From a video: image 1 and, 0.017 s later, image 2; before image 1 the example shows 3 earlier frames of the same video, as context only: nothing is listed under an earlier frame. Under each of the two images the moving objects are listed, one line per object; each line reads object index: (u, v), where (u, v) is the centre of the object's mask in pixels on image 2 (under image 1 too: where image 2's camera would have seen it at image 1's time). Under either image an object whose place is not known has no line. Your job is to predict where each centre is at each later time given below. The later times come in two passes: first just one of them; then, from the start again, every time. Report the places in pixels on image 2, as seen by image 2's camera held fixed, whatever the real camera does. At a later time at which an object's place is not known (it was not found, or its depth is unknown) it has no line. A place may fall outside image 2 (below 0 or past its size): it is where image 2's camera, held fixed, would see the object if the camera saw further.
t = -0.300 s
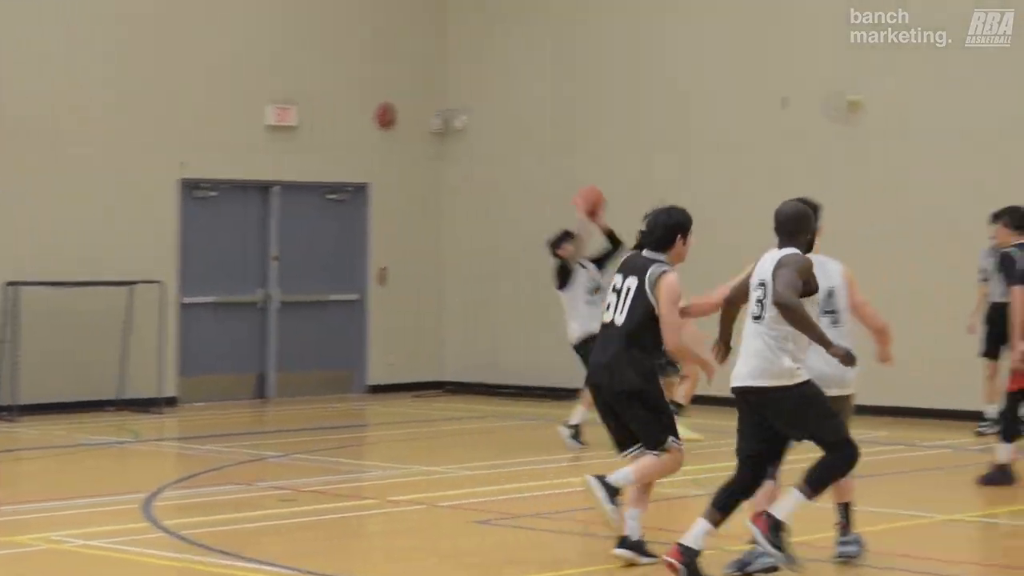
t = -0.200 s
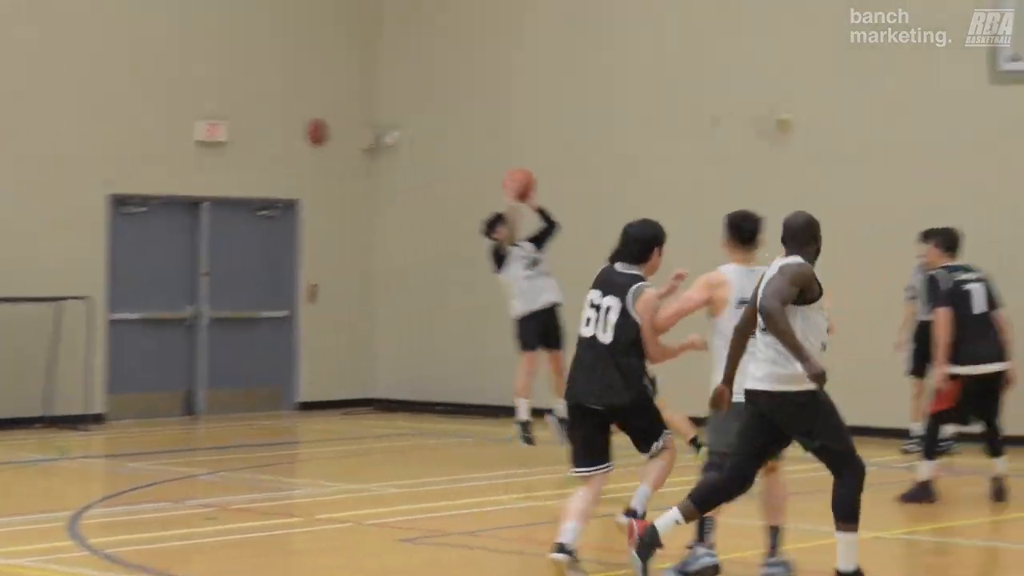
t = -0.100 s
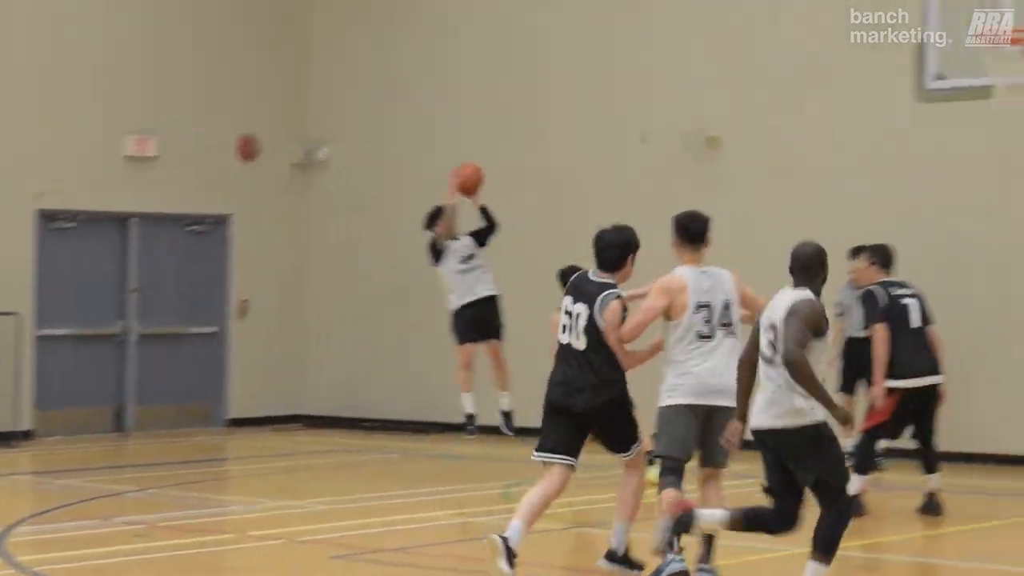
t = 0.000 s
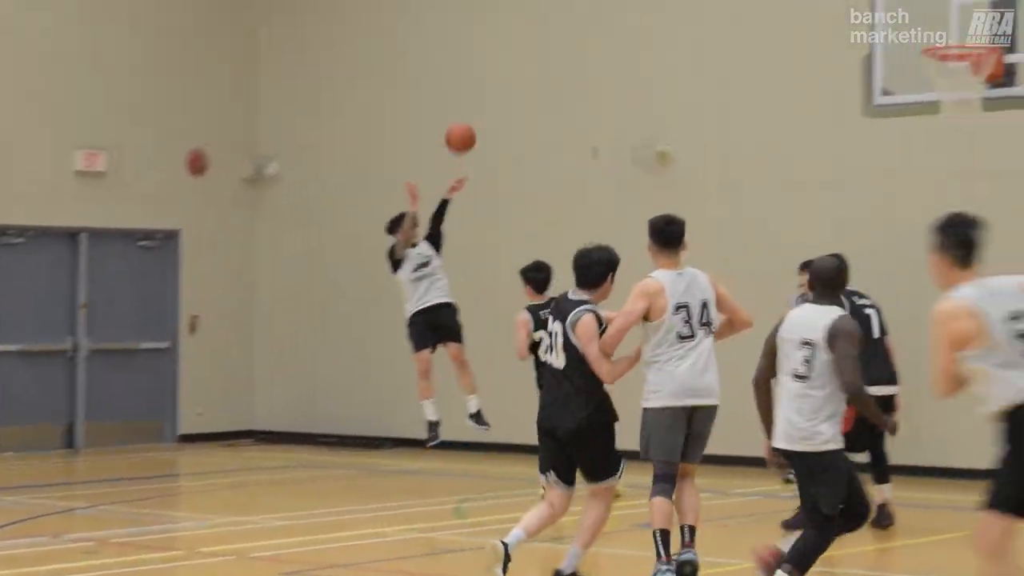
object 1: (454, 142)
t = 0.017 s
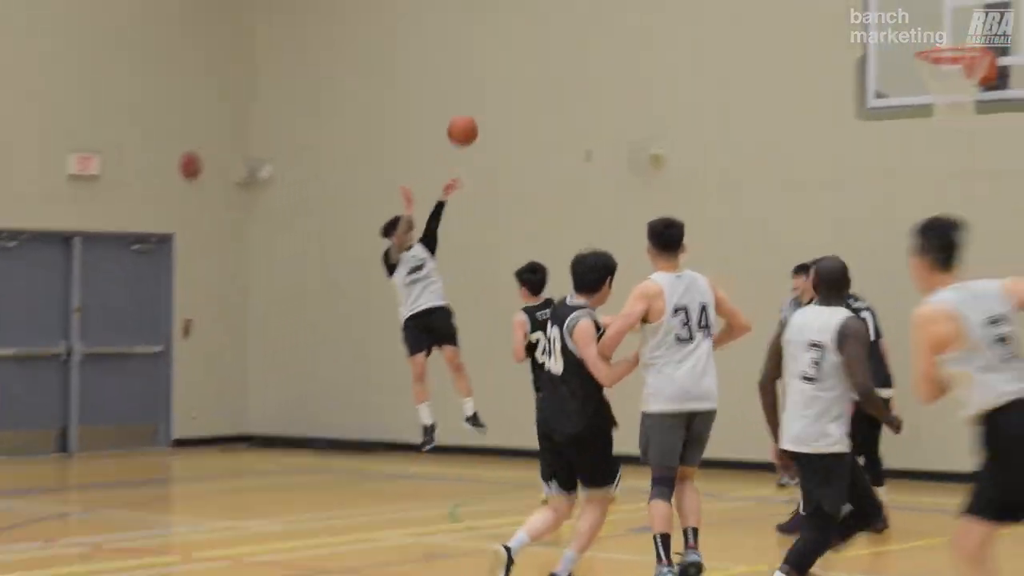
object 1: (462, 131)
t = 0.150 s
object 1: (531, 58)
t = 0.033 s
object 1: (470, 121)
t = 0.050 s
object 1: (478, 111)
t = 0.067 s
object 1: (487, 101)
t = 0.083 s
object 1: (495, 91)
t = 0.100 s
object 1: (504, 83)
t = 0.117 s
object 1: (513, 74)
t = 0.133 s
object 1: (522, 66)
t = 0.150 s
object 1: (531, 58)
